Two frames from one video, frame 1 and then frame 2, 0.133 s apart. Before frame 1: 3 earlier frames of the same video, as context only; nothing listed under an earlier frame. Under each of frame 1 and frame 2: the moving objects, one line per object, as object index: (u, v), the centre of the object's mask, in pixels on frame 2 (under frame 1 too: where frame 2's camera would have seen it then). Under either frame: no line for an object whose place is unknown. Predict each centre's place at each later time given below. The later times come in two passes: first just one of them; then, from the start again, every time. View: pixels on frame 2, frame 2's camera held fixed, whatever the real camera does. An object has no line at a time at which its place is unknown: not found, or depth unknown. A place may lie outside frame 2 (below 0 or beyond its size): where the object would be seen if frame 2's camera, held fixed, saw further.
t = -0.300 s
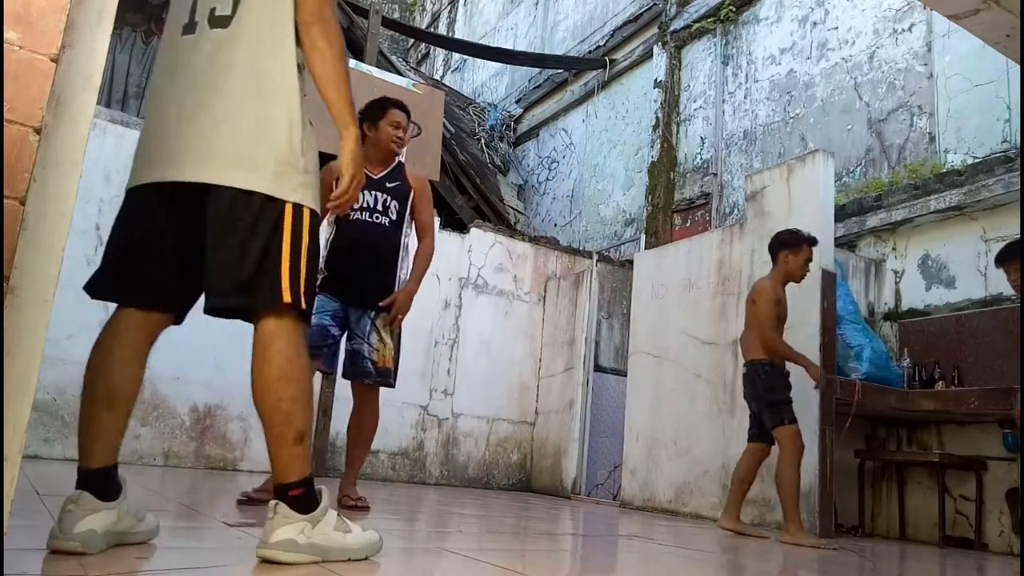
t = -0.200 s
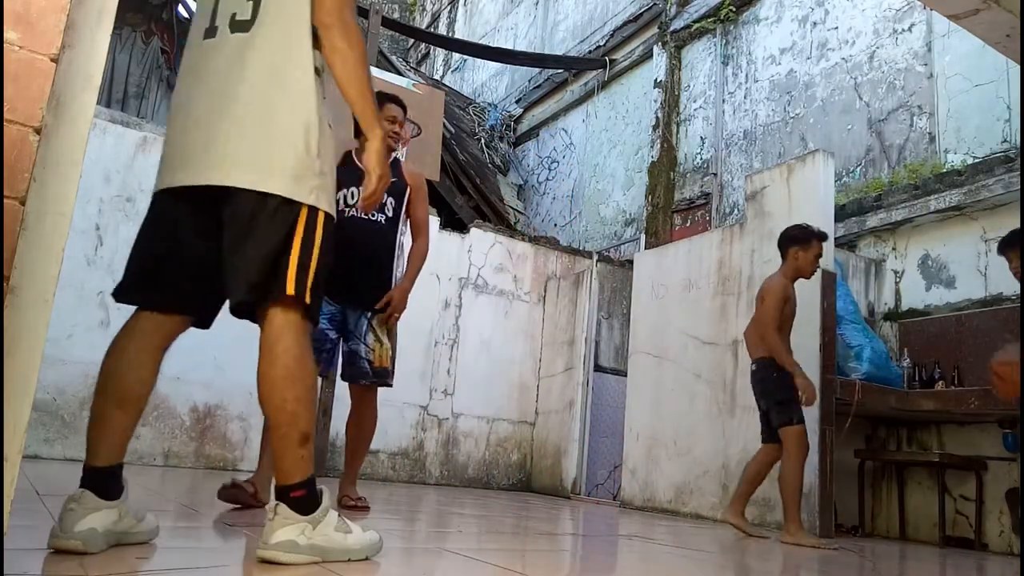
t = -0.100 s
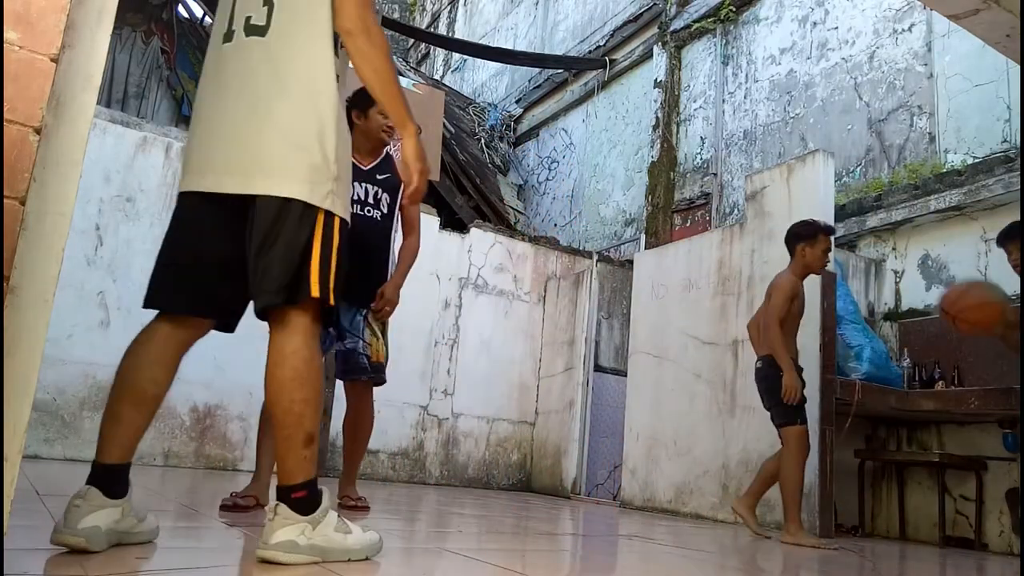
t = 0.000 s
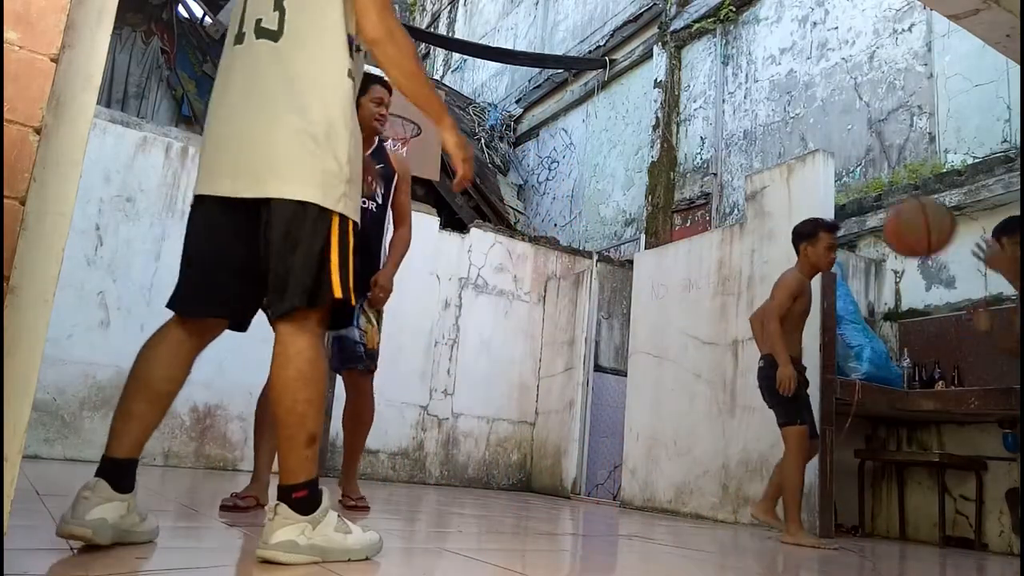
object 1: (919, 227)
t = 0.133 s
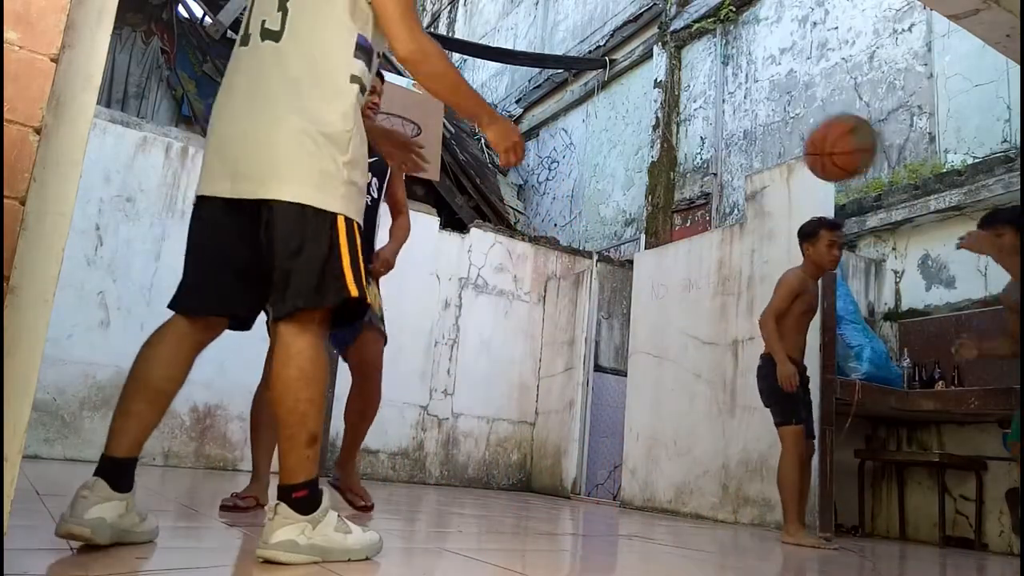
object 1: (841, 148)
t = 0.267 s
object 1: (748, 103)
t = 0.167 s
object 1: (819, 133)
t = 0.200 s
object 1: (796, 121)
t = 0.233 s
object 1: (773, 111)
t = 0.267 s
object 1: (748, 103)
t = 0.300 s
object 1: (721, 98)
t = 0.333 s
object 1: (693, 96)
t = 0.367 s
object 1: (664, 97)
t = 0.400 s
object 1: (633, 102)
